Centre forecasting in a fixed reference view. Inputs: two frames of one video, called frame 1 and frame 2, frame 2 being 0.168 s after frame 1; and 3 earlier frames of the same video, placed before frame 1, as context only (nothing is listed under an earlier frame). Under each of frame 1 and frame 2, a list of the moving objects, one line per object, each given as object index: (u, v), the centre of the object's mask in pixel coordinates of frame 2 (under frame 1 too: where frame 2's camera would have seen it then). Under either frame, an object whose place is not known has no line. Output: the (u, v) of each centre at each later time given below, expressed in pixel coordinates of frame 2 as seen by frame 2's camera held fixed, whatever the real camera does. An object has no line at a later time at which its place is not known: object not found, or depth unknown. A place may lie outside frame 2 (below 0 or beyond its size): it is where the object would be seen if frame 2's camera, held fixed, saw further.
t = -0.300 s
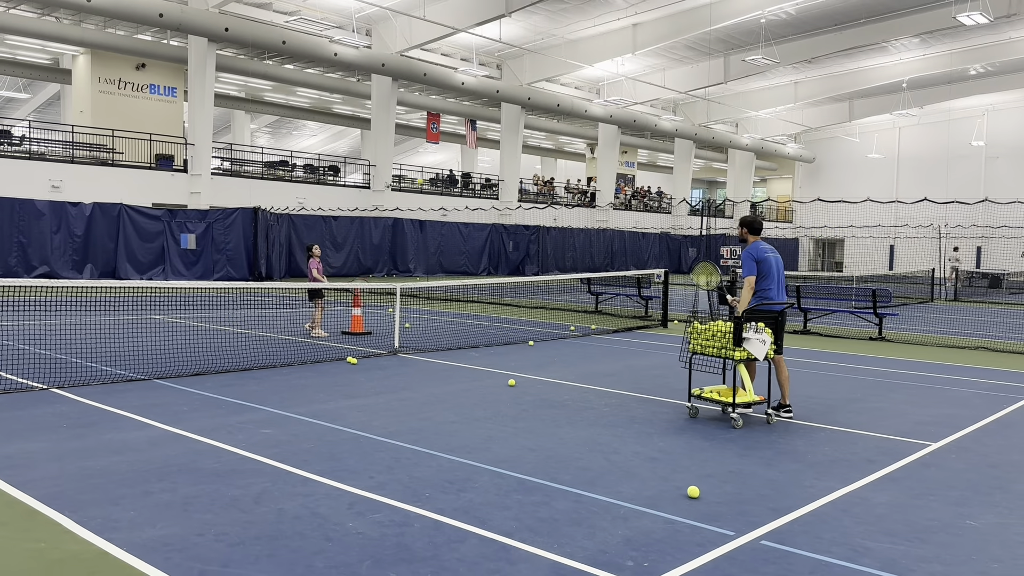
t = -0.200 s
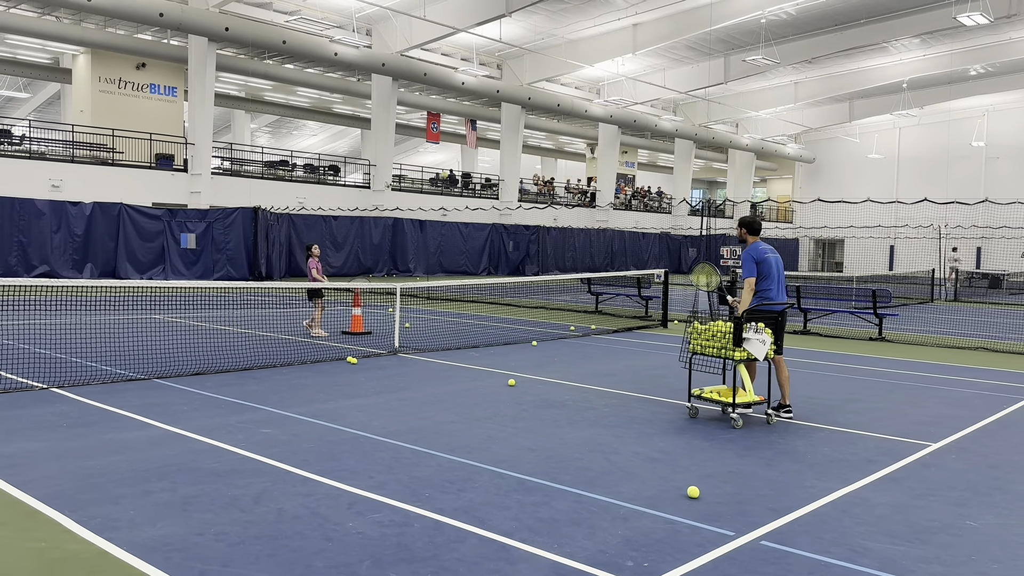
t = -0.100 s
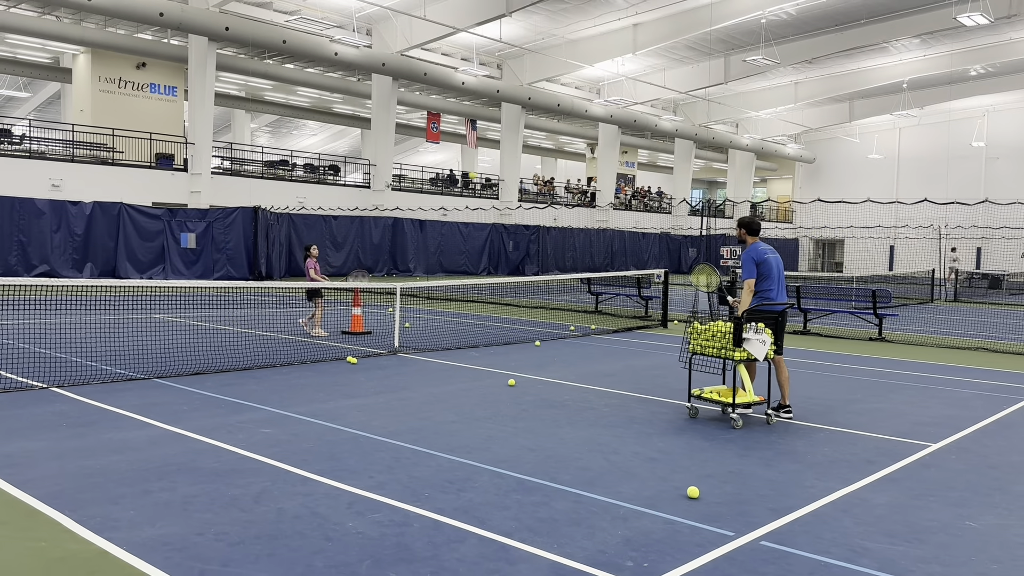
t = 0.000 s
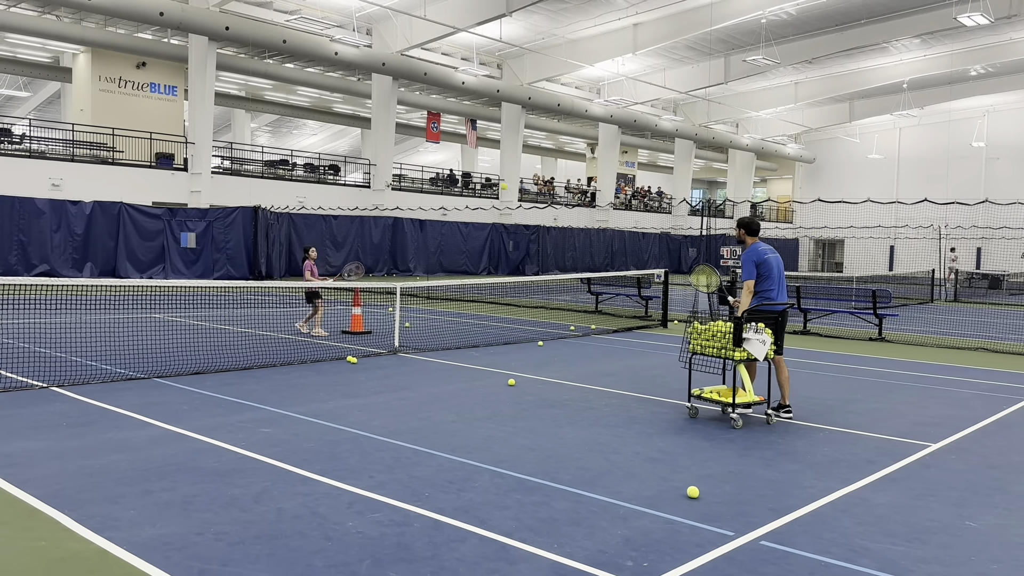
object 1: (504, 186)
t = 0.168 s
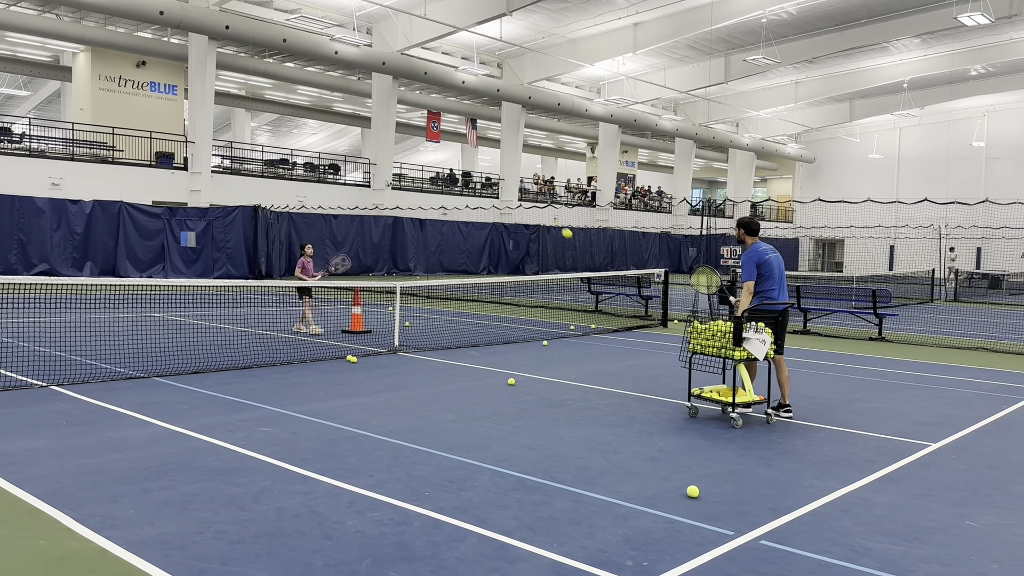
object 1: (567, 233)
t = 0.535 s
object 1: (771, 466)
